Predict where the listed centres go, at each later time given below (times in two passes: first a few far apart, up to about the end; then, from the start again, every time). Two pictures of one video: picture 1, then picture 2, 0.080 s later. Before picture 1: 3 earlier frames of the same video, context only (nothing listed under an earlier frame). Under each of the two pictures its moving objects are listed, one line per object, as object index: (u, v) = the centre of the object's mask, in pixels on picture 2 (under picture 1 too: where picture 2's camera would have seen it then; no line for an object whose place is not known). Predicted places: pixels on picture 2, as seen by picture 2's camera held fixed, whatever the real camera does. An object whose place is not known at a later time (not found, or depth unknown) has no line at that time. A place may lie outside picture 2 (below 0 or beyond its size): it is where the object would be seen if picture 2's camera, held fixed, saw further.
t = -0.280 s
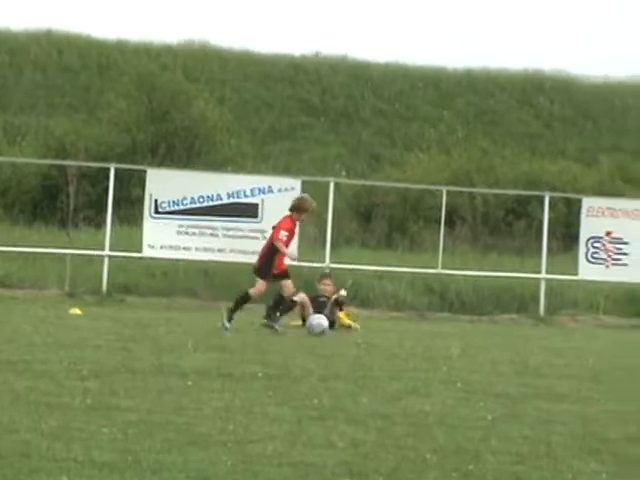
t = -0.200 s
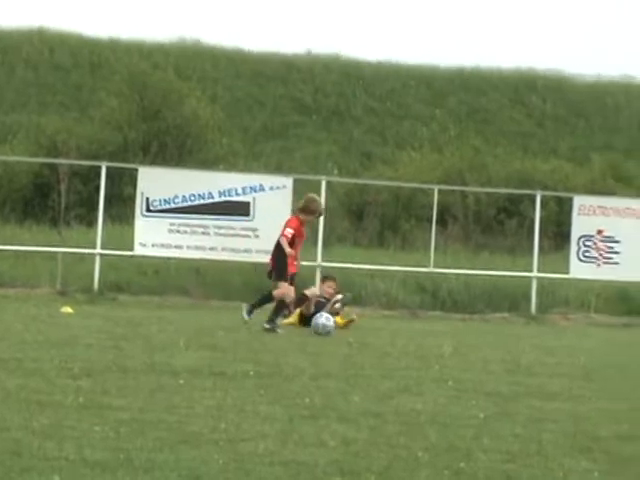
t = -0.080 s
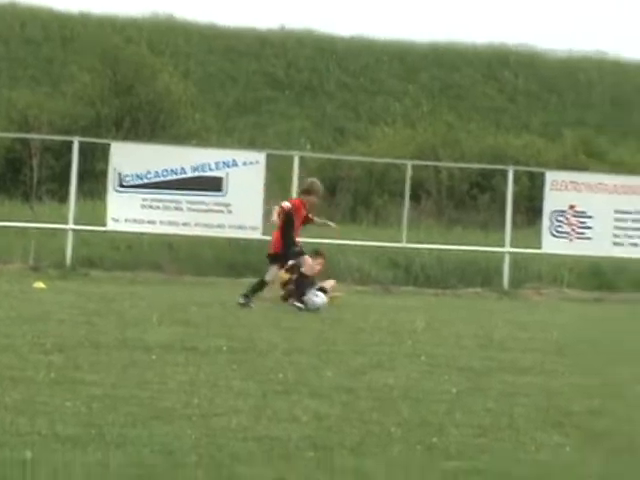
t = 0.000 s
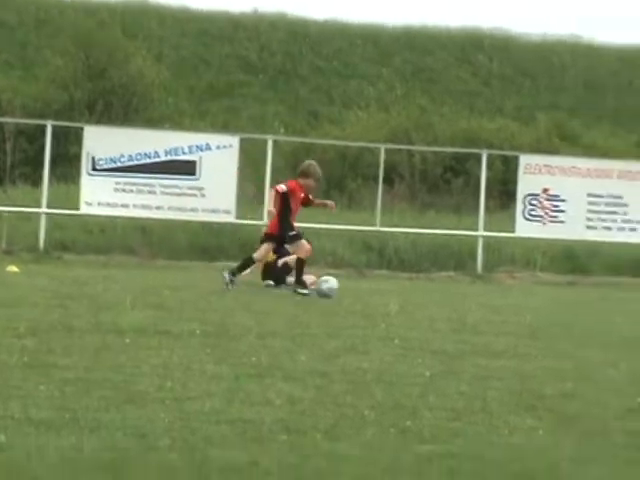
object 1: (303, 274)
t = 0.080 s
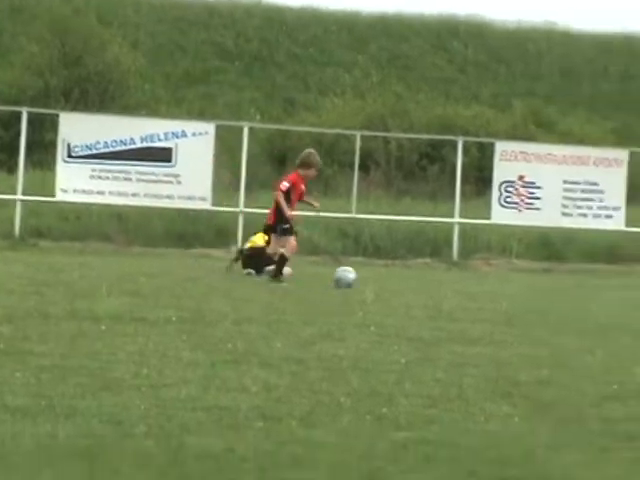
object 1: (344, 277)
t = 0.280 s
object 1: (432, 281)
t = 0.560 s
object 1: (528, 280)
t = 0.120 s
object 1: (363, 277)
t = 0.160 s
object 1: (381, 278)
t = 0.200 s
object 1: (398, 278)
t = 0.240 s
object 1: (416, 280)
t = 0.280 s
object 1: (432, 281)
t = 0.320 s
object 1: (447, 281)
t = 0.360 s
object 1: (461, 281)
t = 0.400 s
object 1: (475, 281)
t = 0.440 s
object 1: (490, 283)
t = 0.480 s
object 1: (504, 285)
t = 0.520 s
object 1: (517, 284)
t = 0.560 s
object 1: (528, 280)
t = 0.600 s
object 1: (541, 278)
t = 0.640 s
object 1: (553, 278)
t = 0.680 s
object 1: (566, 280)
